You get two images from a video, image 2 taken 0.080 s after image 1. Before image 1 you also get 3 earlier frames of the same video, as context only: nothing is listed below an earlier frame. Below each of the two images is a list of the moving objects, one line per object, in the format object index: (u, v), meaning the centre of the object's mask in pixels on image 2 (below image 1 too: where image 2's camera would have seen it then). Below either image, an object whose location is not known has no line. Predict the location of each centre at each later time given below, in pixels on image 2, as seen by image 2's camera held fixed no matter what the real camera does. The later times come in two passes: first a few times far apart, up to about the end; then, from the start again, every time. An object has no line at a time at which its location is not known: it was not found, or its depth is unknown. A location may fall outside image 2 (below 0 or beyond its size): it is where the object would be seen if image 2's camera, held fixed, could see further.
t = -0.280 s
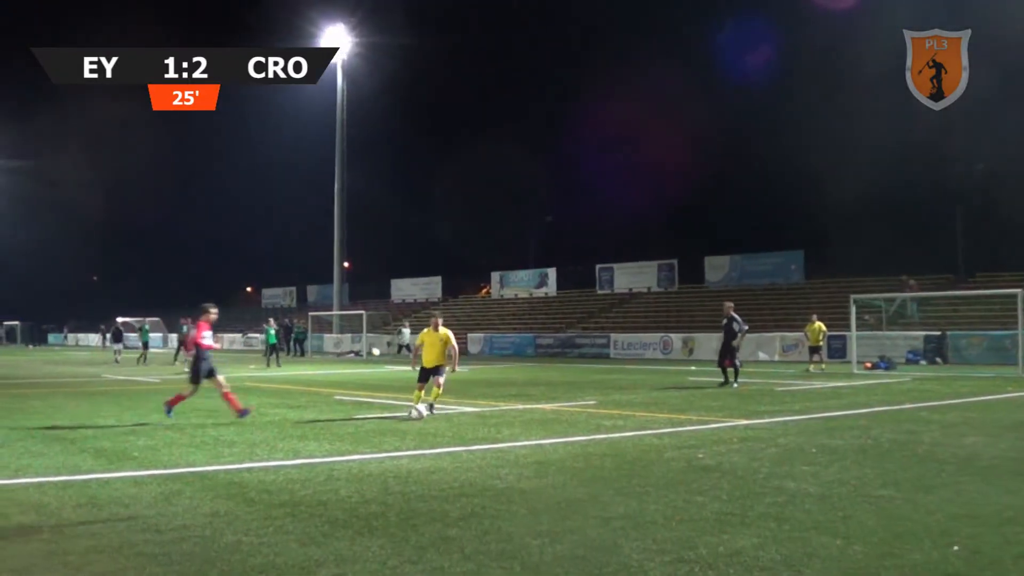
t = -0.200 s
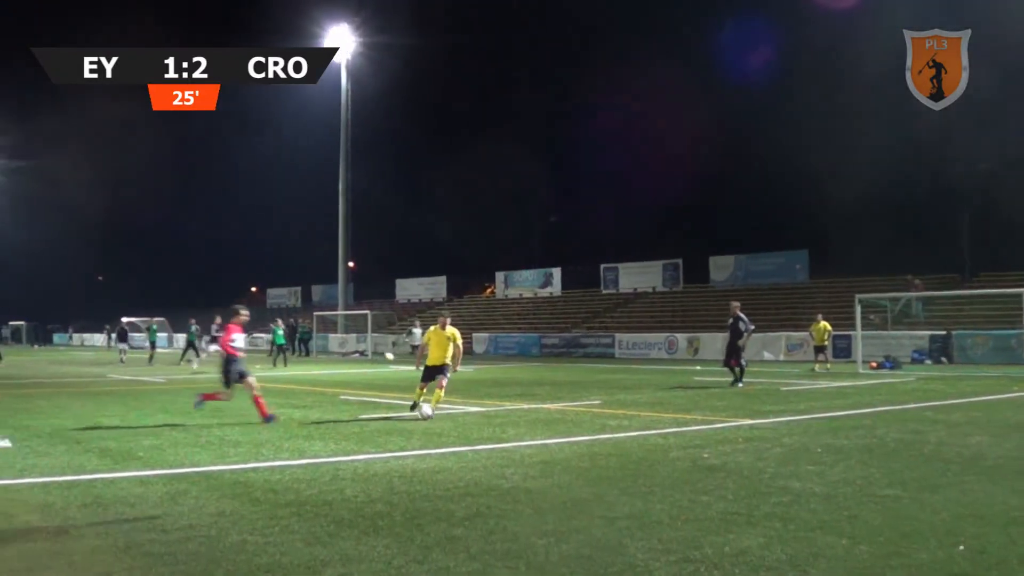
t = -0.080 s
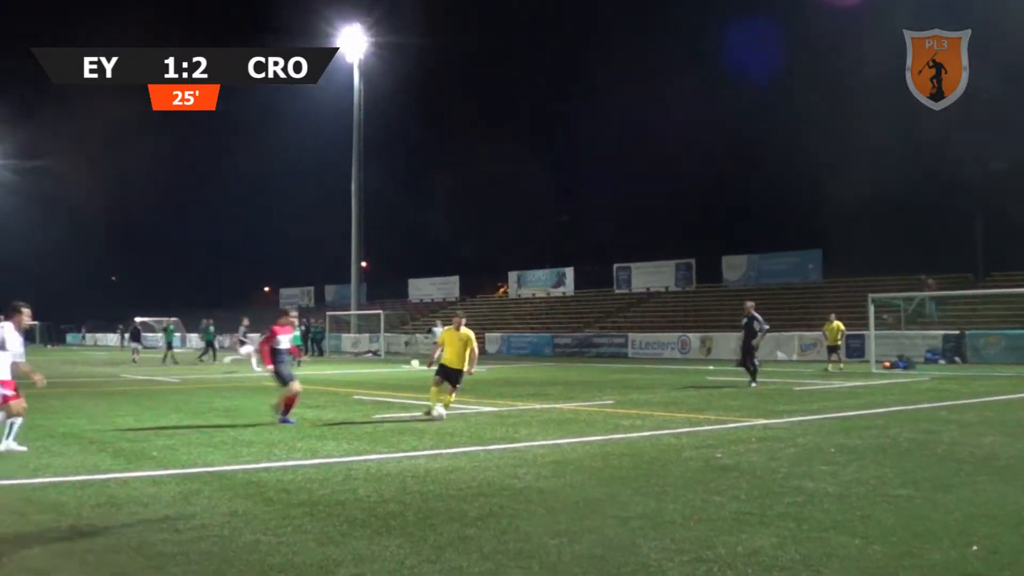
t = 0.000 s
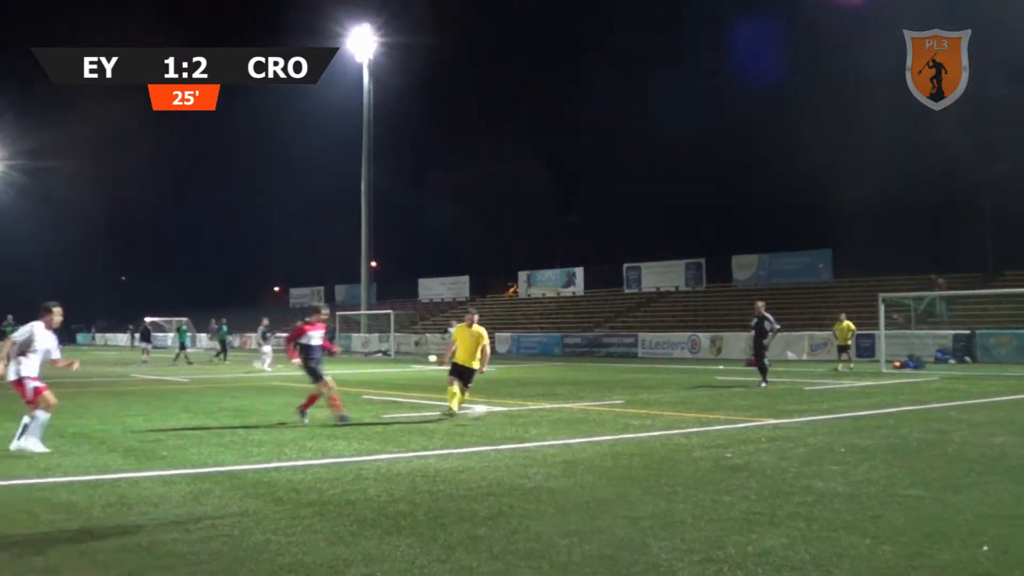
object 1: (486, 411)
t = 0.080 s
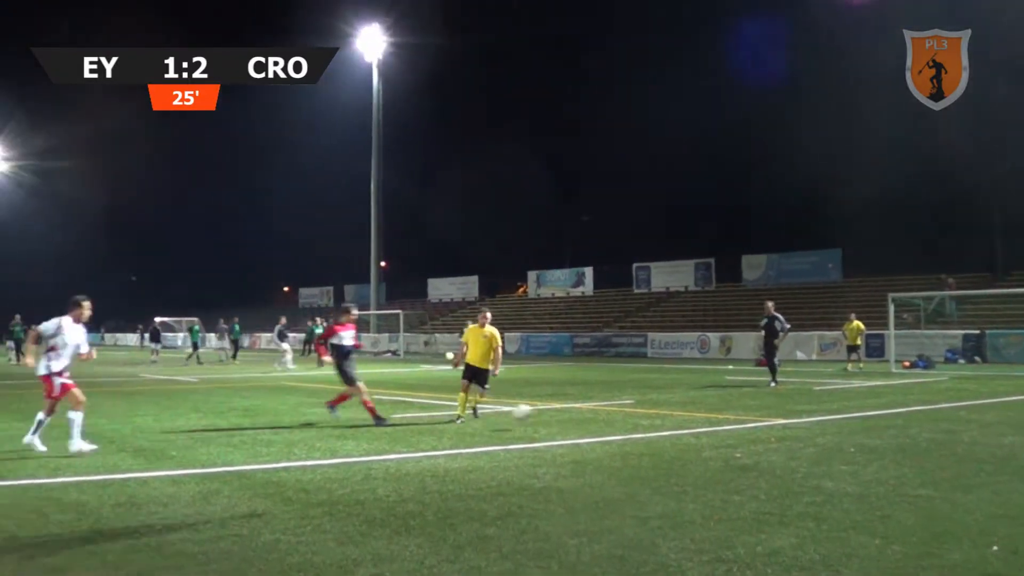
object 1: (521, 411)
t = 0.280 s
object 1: (627, 435)
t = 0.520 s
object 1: (781, 452)
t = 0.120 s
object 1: (541, 412)
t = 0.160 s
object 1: (560, 416)
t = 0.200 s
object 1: (582, 420)
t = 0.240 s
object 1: (603, 427)
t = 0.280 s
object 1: (627, 435)
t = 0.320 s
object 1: (650, 433)
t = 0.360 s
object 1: (673, 434)
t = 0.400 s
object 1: (698, 436)
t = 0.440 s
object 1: (724, 440)
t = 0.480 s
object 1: (751, 445)
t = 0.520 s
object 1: (781, 452)
